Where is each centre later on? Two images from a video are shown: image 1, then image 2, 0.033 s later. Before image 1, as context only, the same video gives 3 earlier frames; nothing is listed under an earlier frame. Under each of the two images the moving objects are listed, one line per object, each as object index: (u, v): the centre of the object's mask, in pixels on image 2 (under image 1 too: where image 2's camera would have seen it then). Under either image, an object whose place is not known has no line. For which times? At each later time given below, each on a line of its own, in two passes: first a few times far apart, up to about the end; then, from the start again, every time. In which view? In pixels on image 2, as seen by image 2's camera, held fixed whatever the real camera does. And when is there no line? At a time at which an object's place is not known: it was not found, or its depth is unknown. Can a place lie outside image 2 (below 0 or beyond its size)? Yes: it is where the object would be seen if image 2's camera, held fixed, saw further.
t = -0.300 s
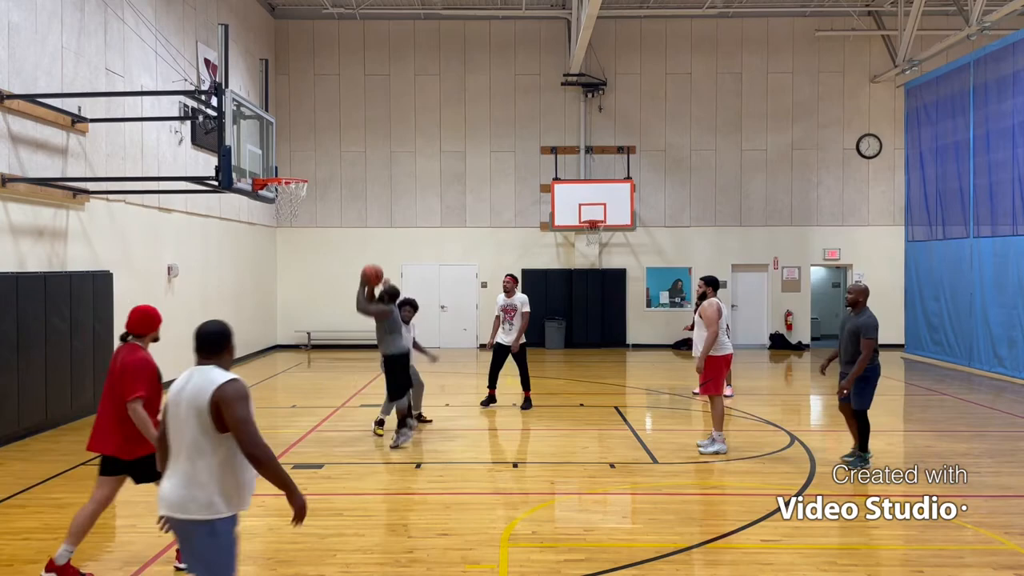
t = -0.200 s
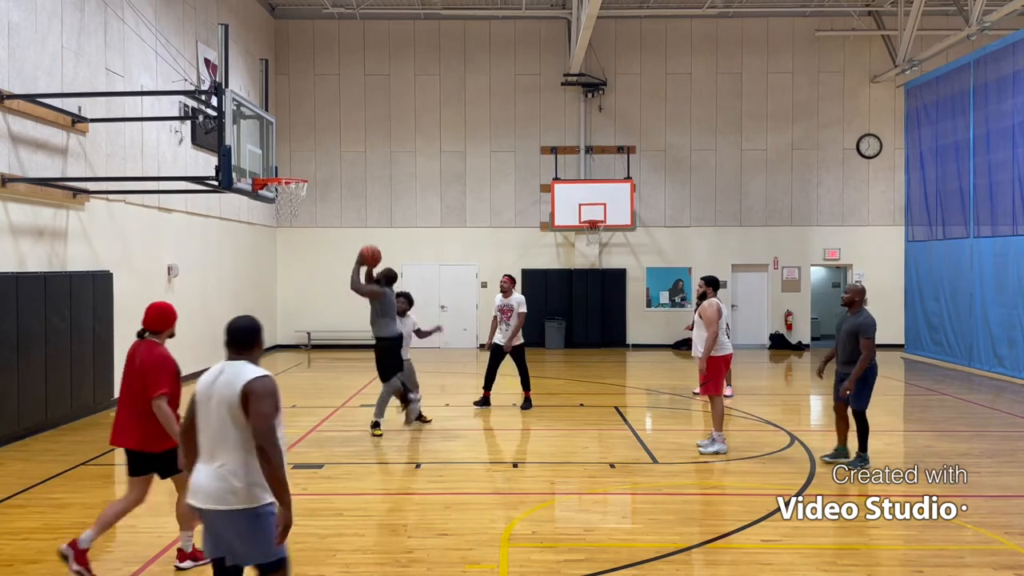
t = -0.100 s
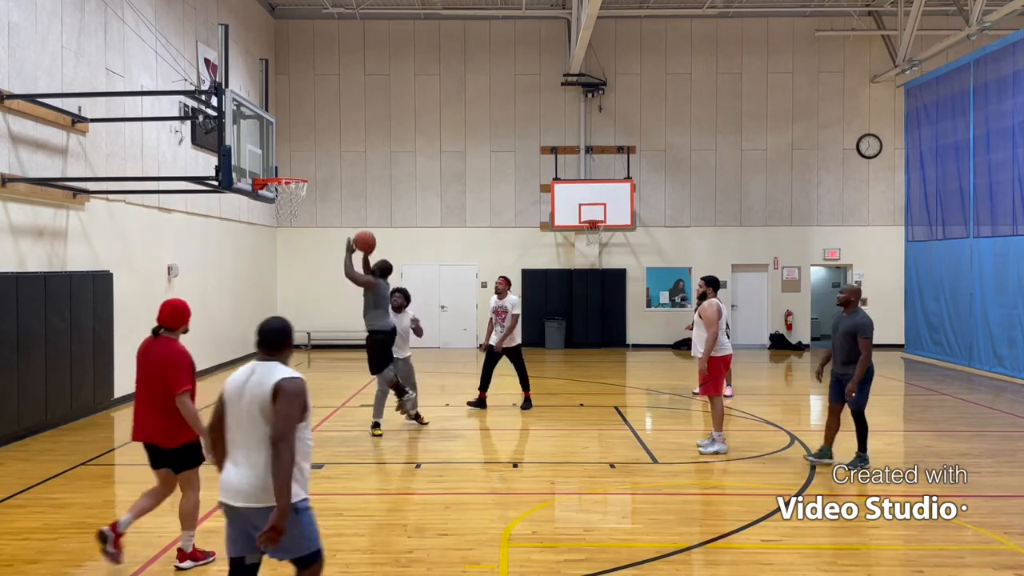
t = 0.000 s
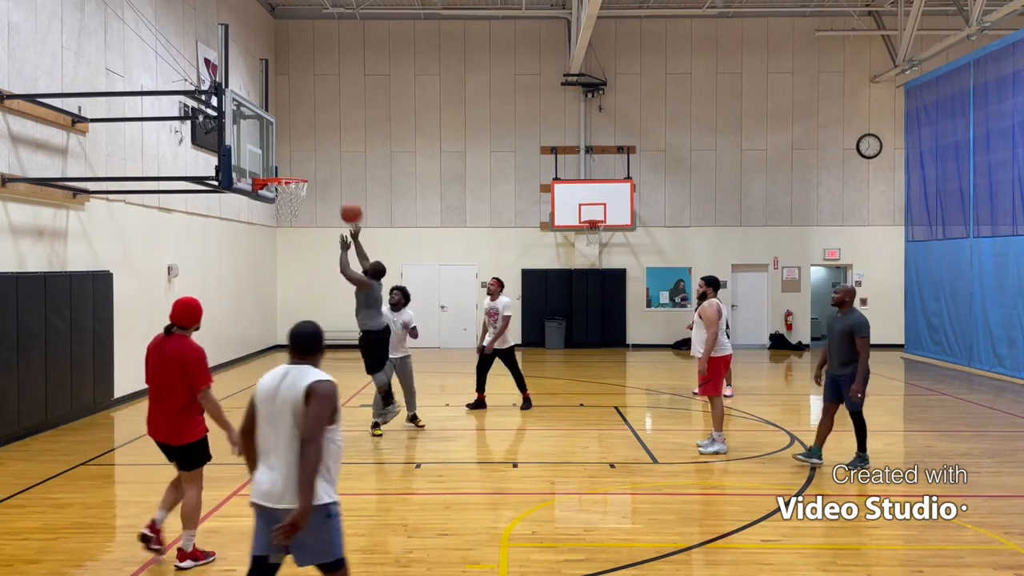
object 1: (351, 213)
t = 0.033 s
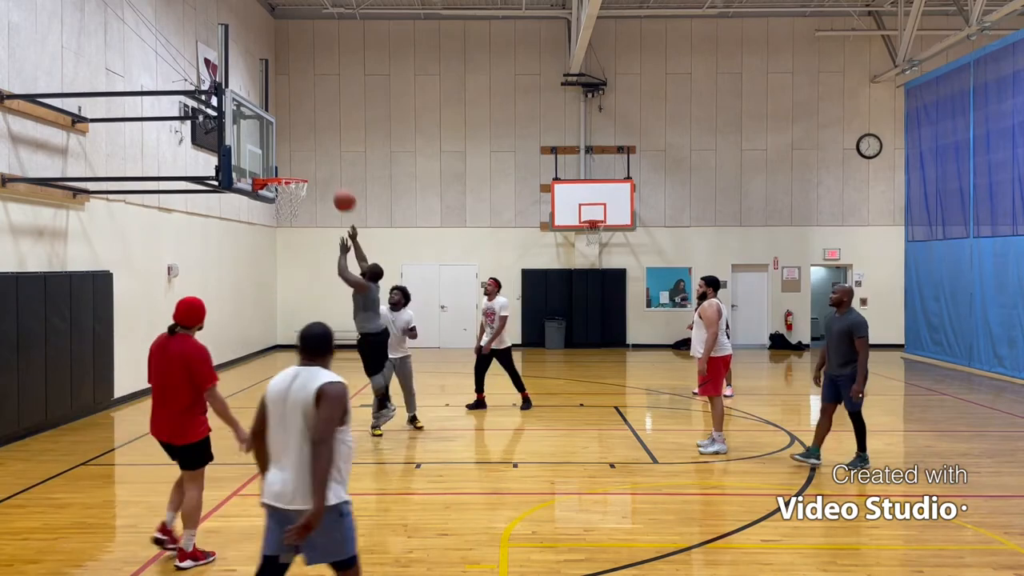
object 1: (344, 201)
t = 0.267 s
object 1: (300, 145)
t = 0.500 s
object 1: (260, 138)
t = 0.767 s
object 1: (294, 171)
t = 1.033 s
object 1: (292, 172)
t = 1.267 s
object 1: (279, 194)
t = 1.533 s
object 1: (270, 233)
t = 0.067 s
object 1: (338, 190)
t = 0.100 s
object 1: (331, 180)
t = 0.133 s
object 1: (324, 171)
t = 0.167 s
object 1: (318, 163)
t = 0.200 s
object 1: (312, 156)
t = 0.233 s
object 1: (305, 150)
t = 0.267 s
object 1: (300, 145)
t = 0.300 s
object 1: (293, 141)
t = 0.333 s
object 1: (288, 138)
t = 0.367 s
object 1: (282, 137)
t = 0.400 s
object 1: (276, 135)
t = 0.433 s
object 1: (270, 136)
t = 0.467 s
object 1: (264, 137)
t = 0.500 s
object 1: (260, 138)
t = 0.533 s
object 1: (265, 141)
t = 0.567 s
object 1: (271, 145)
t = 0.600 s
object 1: (277, 149)
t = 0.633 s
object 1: (283, 155)
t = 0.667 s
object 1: (289, 161)
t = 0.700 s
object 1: (295, 169)
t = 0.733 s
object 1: (299, 173)
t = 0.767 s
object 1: (294, 171)
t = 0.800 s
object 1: (289, 171)
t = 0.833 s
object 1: (284, 171)
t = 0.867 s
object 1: (279, 171)
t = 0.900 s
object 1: (278, 172)
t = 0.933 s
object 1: (281, 171)
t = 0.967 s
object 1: (284, 171)
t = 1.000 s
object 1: (289, 171)
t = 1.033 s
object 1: (292, 172)
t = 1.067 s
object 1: (296, 174)
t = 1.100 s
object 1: (293, 174)
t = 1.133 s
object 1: (290, 174)
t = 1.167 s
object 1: (287, 184)
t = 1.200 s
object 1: (287, 189)
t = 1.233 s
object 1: (282, 191)
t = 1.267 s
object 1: (279, 194)
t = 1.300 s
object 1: (277, 201)
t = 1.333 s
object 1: (275, 203)
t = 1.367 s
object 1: (274, 206)
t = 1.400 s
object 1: (273, 210)
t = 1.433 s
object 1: (272, 214)
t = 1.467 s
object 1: (272, 220)
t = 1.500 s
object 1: (271, 226)
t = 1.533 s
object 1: (270, 233)
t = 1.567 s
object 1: (270, 241)
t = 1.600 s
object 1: (269, 250)
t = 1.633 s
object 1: (268, 259)
